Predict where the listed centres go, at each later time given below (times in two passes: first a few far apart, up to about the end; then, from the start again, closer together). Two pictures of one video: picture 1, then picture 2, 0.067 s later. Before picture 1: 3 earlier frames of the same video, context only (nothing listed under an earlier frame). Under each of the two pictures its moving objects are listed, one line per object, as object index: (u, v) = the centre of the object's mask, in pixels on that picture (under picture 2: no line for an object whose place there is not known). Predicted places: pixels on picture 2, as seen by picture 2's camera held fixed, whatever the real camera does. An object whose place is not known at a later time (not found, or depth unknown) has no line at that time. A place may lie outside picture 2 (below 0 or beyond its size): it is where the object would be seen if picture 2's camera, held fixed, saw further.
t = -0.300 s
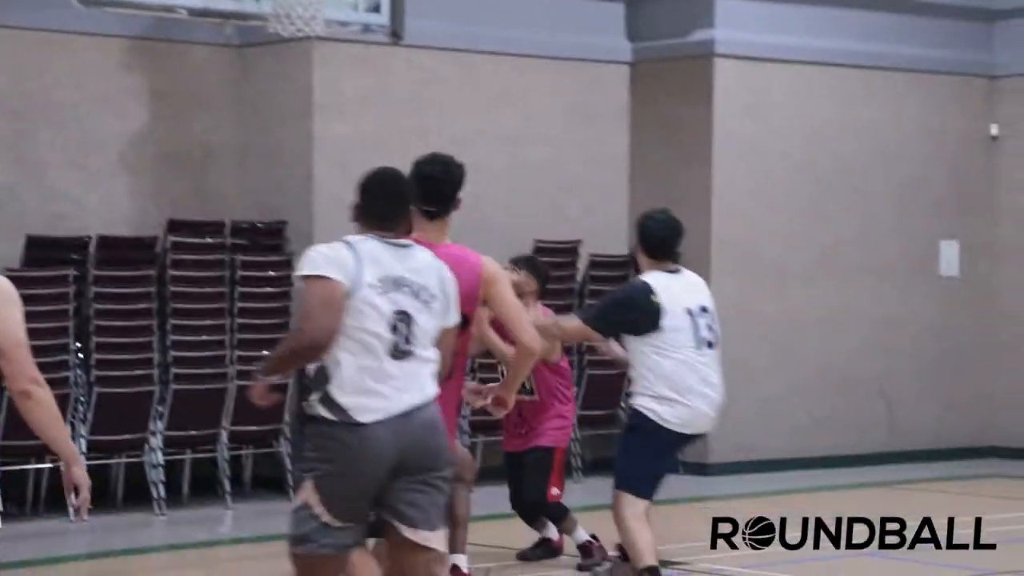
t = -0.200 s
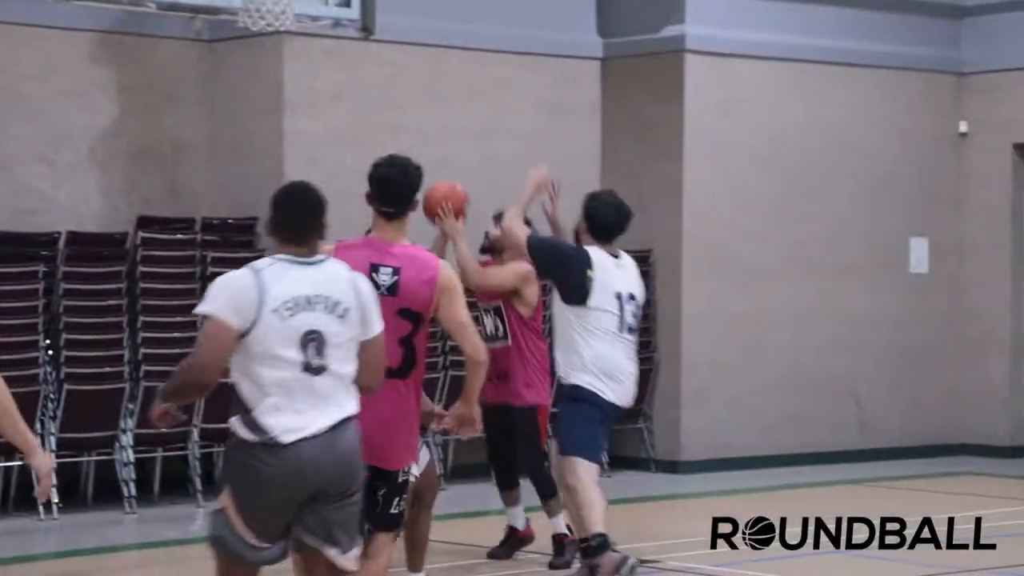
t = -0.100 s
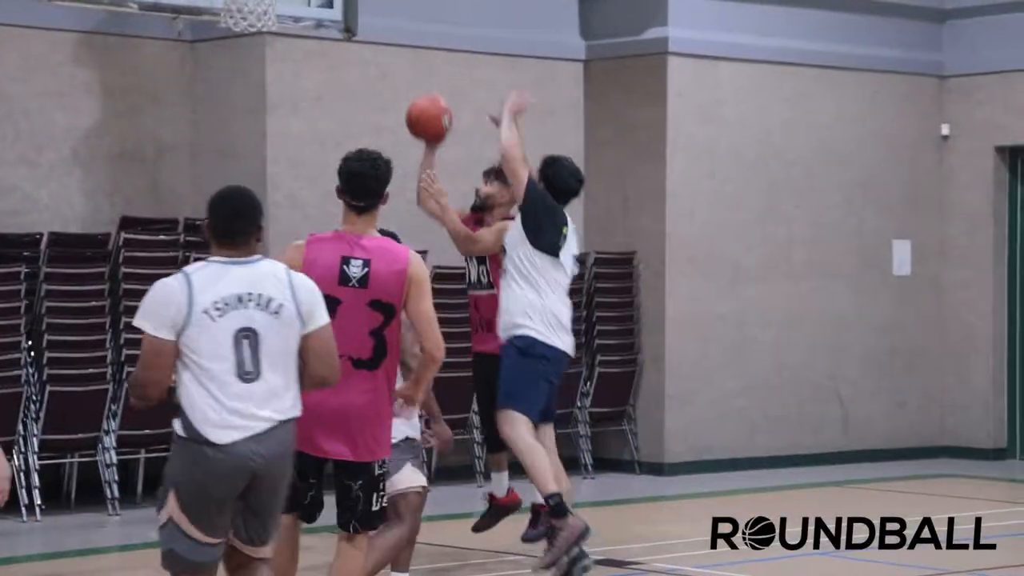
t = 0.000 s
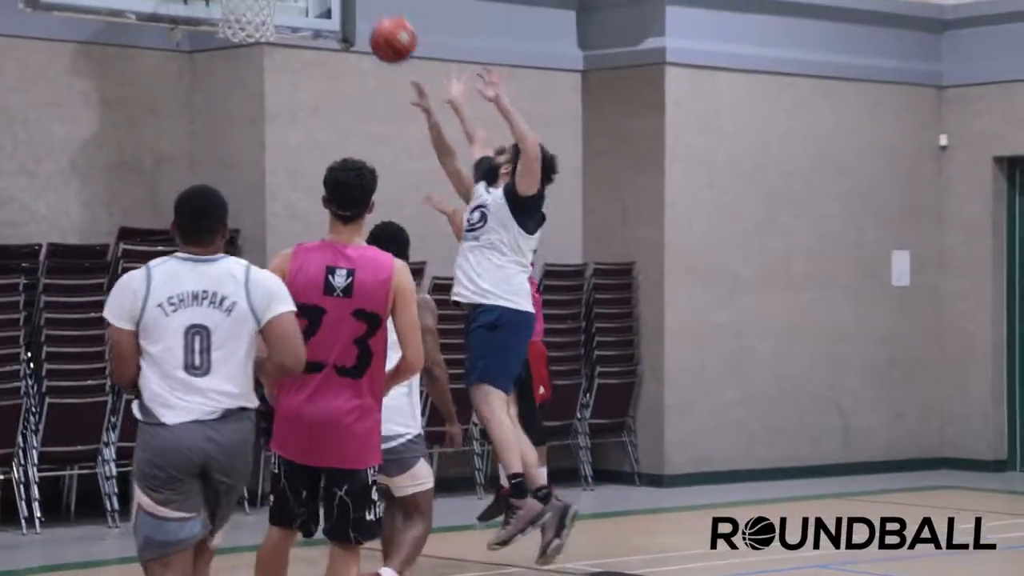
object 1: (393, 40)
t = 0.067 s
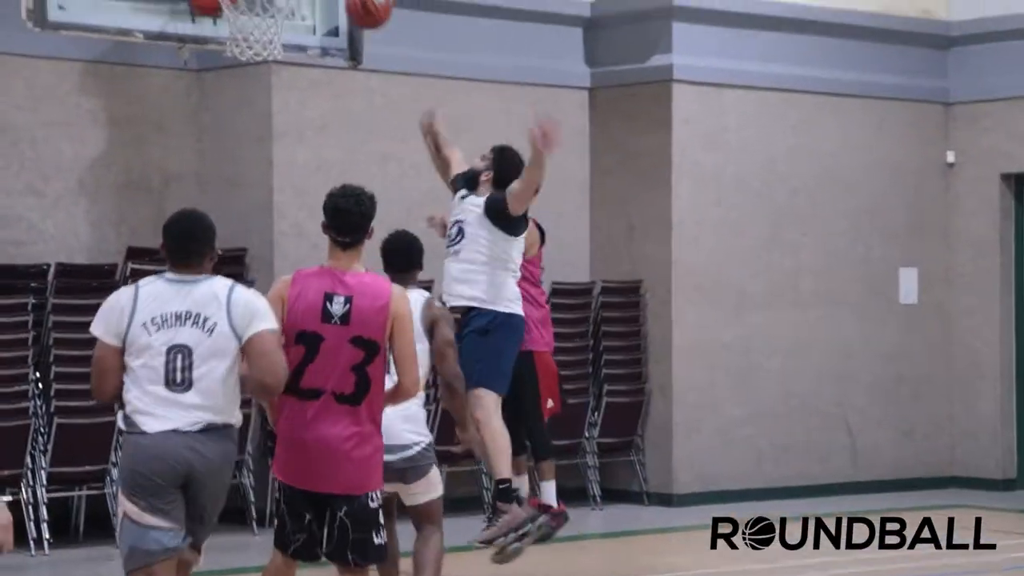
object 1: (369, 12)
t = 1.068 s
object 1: (264, 0)
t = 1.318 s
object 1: (262, 47)
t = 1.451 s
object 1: (257, 111)
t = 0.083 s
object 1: (361, 4)
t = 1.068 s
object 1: (264, 0)
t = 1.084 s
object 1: (267, 5)
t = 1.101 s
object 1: (268, 9)
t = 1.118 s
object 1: (268, 12)
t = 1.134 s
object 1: (268, 14)
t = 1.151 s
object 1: (270, 15)
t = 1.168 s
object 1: (268, 16)
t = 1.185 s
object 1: (267, 17)
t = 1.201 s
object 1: (267, 19)
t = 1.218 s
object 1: (267, 21)
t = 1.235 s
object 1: (266, 24)
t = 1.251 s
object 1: (265, 28)
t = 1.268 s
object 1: (265, 32)
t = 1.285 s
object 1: (264, 36)
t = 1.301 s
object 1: (263, 40)
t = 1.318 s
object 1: (262, 47)
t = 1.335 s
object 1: (261, 53)
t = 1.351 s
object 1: (262, 67)
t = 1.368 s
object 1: (261, 72)
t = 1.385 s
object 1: (260, 76)
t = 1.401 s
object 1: (259, 82)
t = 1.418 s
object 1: (258, 91)
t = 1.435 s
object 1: (258, 101)
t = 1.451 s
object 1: (257, 111)
